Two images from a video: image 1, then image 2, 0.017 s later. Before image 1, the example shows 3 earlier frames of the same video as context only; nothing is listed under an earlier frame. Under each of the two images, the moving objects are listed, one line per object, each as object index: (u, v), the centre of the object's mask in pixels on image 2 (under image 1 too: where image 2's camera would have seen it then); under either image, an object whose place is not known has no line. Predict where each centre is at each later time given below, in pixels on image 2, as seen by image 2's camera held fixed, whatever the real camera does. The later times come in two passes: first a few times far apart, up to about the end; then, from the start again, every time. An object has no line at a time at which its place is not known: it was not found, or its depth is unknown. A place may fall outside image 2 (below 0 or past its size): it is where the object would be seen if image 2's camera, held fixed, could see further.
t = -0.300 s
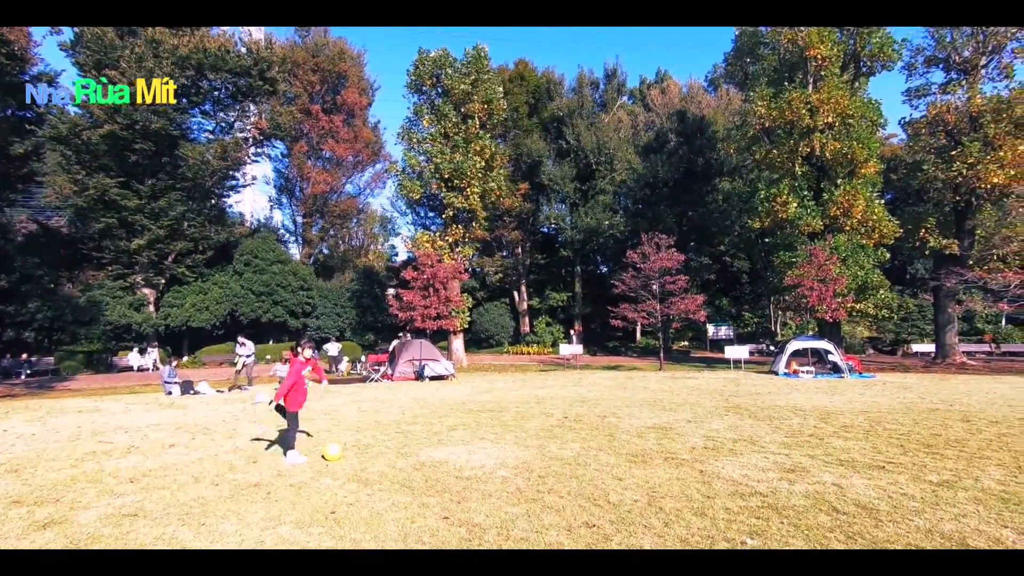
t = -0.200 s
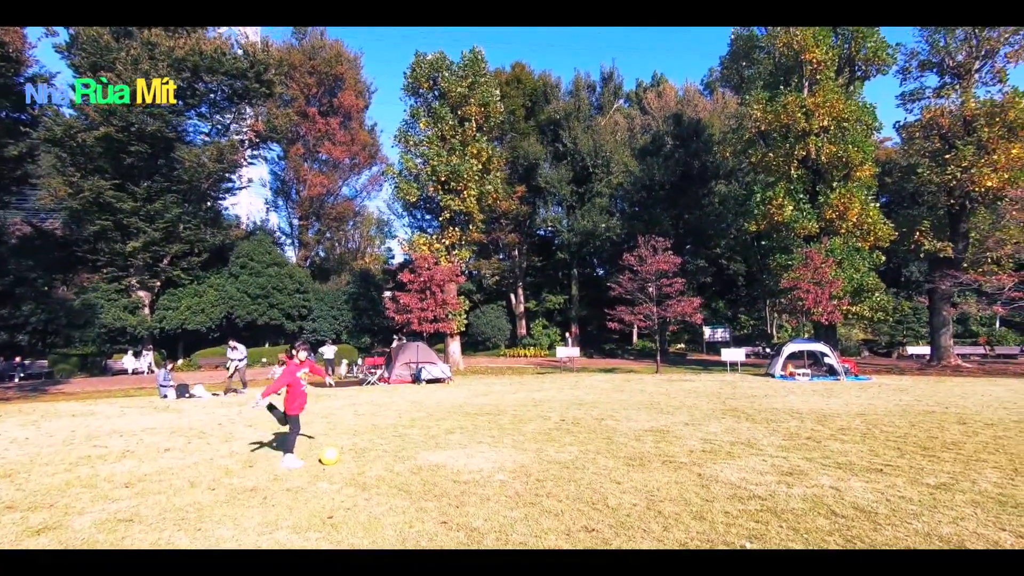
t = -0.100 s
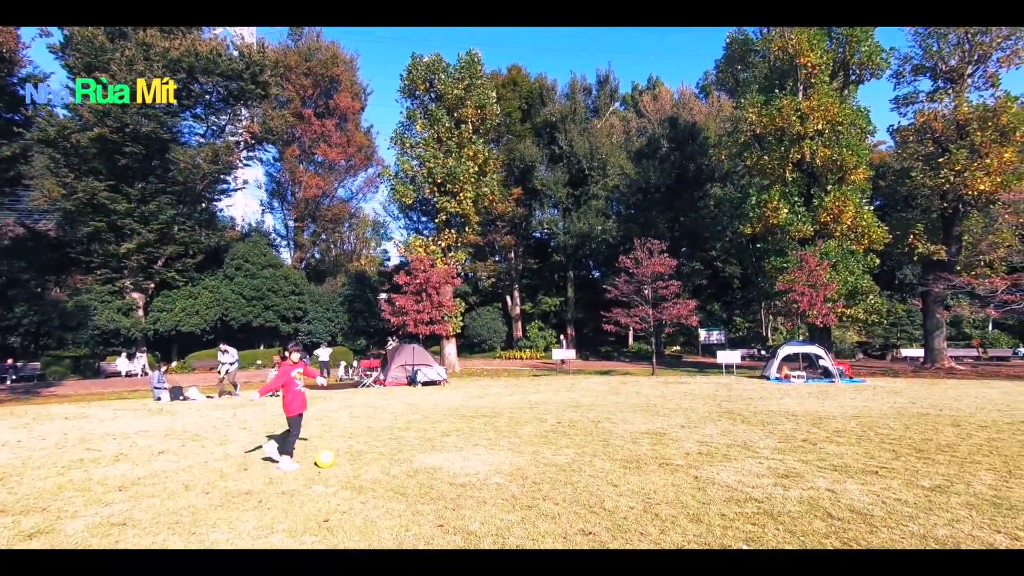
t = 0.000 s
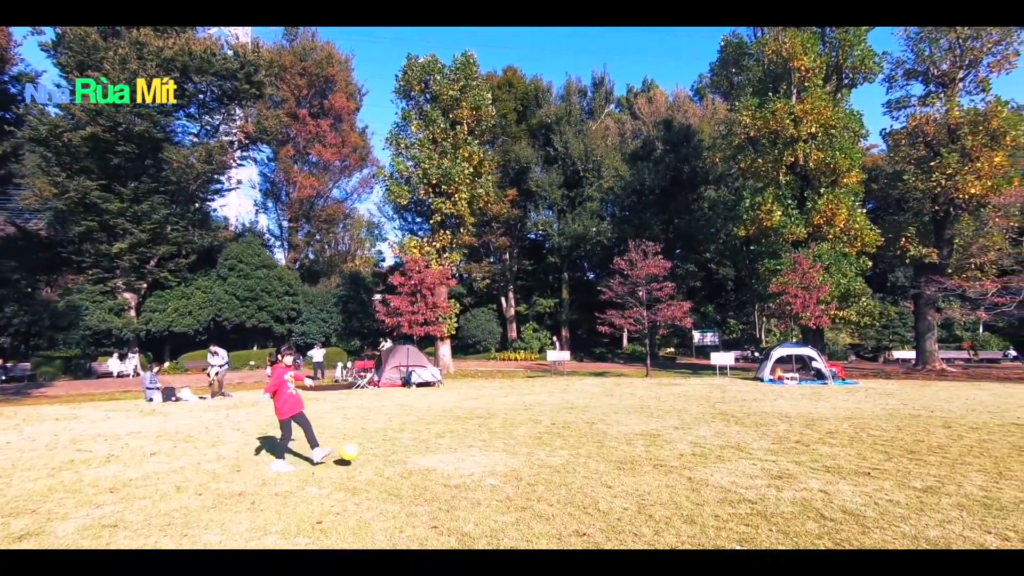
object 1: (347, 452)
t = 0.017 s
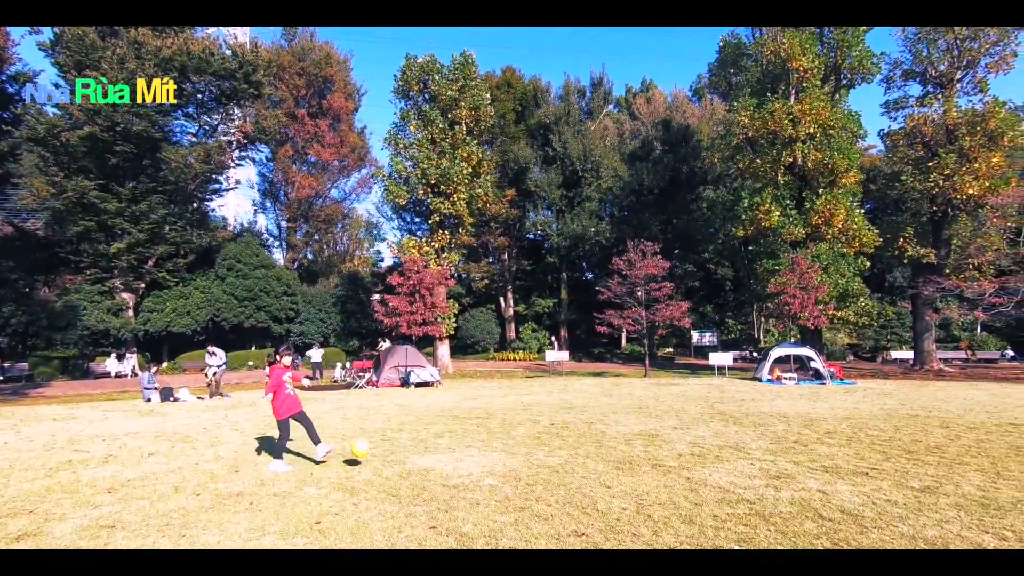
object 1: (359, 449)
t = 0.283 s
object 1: (582, 431)
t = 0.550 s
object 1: (808, 470)
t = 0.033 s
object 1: (374, 445)
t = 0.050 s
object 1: (387, 443)
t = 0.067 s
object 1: (401, 441)
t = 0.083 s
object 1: (414, 438)
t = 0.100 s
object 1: (428, 436)
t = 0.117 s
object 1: (442, 434)
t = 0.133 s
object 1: (456, 433)
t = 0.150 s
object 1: (469, 432)
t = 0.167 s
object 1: (484, 431)
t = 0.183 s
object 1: (497, 430)
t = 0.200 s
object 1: (511, 430)
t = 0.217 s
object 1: (525, 429)
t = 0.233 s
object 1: (539, 429)
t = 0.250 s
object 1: (553, 430)
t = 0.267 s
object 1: (568, 430)
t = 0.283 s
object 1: (582, 431)
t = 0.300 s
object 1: (596, 432)
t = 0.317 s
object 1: (611, 433)
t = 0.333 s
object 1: (626, 435)
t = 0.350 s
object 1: (640, 437)
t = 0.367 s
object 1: (654, 440)
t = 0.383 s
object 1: (669, 443)
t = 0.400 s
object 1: (684, 446)
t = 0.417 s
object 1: (699, 449)
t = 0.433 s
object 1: (713, 452)
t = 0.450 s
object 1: (729, 456)
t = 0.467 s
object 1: (744, 461)
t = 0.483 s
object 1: (759, 466)
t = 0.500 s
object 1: (775, 470)
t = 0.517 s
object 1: (788, 473)
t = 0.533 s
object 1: (799, 472)
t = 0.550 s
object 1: (808, 470)
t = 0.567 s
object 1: (818, 468)
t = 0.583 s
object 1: (828, 468)
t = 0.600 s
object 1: (838, 467)
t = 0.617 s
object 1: (847, 466)
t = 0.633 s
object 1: (856, 466)
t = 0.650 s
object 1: (866, 465)
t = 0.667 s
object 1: (875, 465)
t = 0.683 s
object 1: (886, 466)
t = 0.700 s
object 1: (895, 467)
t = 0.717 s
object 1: (906, 468)
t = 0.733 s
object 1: (915, 470)
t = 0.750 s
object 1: (925, 472)
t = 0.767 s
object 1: (935, 474)
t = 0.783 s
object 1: (944, 476)
